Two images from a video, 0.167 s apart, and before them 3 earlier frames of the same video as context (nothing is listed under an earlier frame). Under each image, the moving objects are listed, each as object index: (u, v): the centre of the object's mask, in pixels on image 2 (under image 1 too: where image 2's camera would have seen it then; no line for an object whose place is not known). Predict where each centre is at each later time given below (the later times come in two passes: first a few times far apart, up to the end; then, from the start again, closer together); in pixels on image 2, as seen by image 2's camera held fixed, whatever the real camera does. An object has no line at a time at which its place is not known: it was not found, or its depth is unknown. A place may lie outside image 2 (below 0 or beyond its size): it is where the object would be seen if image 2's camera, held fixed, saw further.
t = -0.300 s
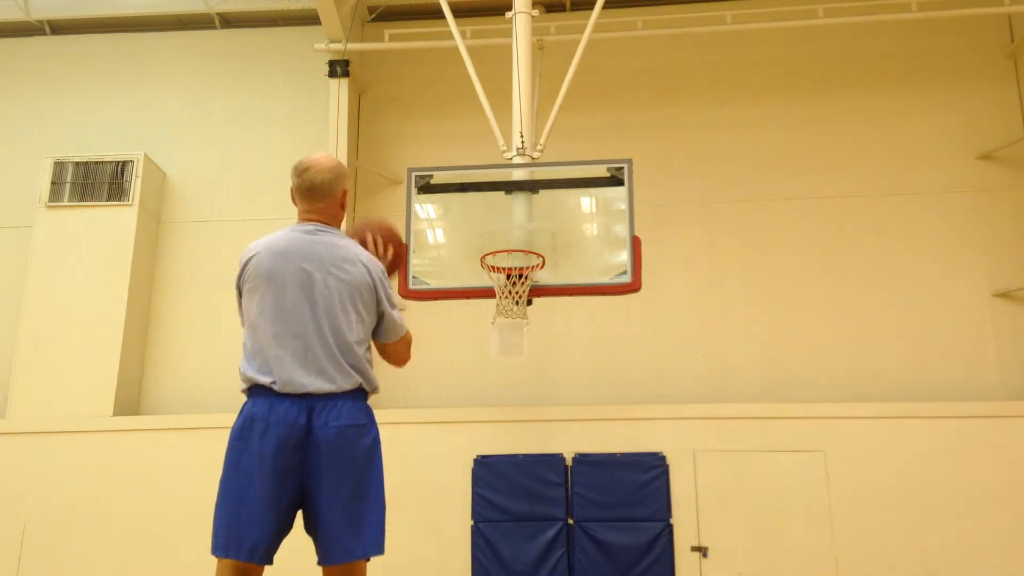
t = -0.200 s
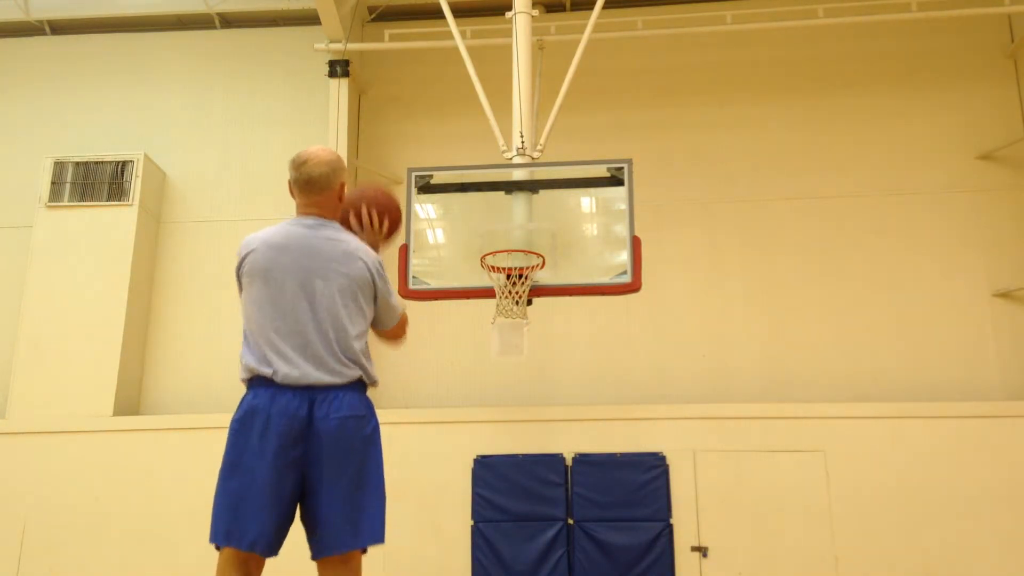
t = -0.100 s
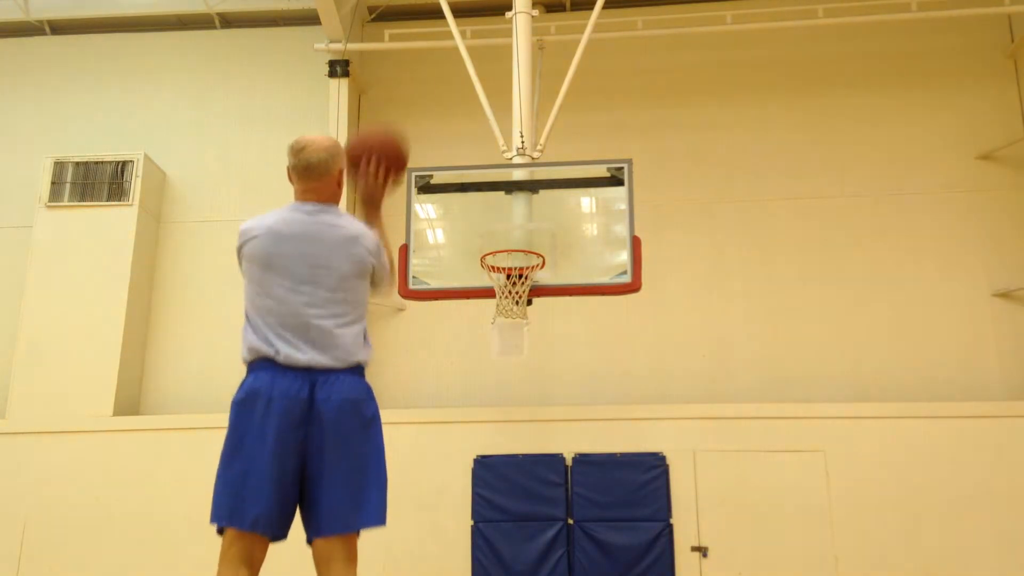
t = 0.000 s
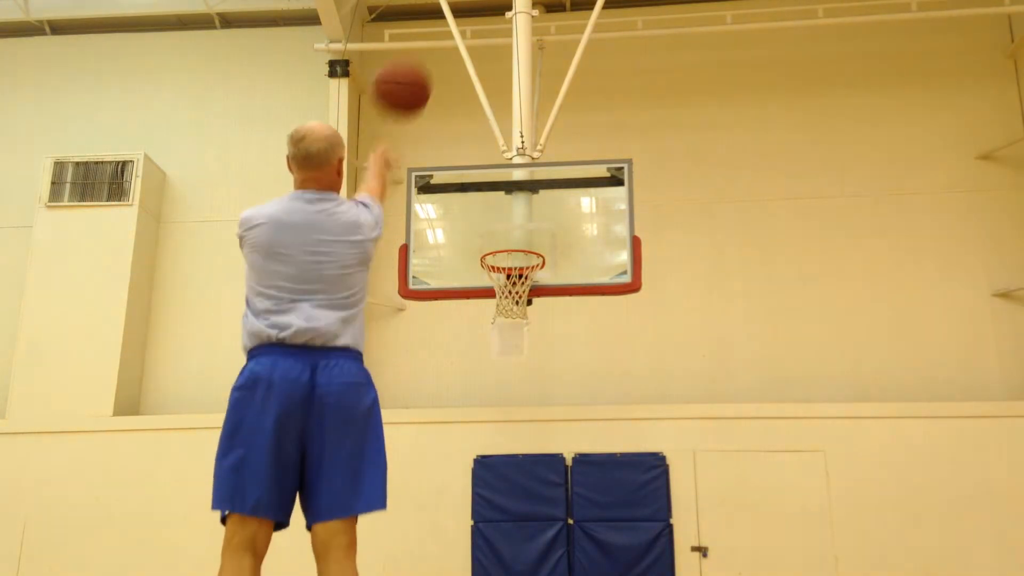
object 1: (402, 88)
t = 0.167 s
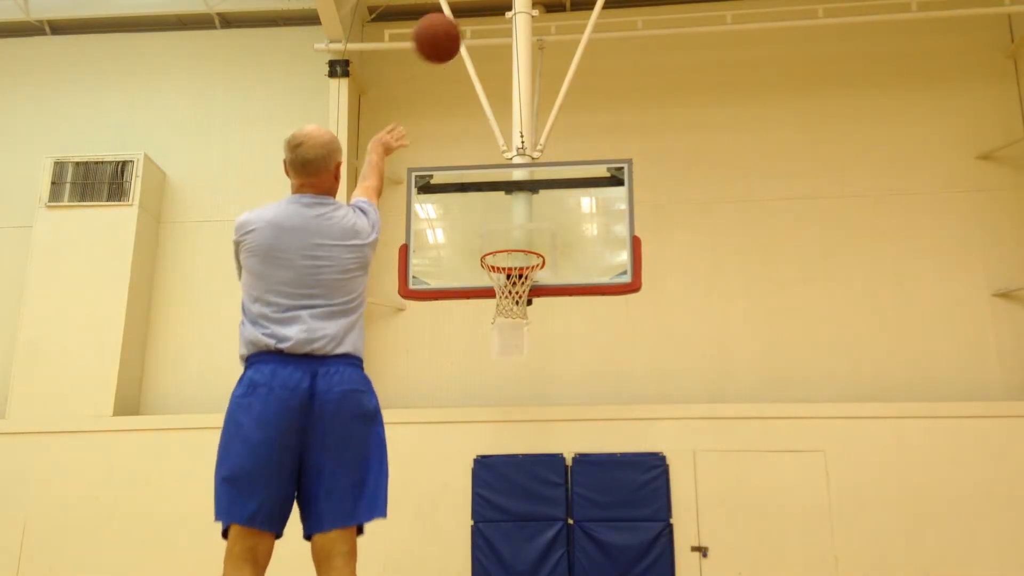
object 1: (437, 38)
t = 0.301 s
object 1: (458, 39)
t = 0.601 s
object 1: (492, 122)
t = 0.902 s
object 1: (507, 275)
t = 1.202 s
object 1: (511, 371)
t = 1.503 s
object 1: (513, 527)
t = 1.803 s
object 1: (515, 557)
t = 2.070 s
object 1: (517, 444)
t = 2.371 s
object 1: (521, 442)
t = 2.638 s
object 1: (524, 566)
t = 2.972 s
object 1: (527, 535)
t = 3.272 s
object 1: (531, 500)
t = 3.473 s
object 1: (535, 567)
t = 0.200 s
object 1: (442, 35)
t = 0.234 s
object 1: (448, 35)
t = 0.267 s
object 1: (453, 36)
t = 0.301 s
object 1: (458, 39)
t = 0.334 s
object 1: (463, 44)
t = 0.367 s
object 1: (467, 49)
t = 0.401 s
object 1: (471, 56)
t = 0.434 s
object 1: (475, 64)
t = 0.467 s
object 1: (478, 74)
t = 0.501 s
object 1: (482, 84)
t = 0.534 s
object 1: (485, 96)
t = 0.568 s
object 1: (489, 108)
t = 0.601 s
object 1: (492, 122)
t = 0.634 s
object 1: (494, 136)
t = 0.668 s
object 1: (497, 153)
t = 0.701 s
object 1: (499, 168)
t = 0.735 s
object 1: (502, 186)
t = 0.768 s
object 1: (505, 204)
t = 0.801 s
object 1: (507, 222)
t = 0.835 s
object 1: (510, 238)
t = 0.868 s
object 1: (512, 265)
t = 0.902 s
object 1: (507, 275)
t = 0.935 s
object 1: (508, 297)
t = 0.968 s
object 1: (508, 319)
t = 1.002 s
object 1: (510, 323)
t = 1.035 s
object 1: (510, 330)
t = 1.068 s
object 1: (510, 342)
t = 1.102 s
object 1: (510, 349)
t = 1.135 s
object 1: (510, 356)
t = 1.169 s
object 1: (510, 362)
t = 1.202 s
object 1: (511, 371)
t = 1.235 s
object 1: (511, 380)
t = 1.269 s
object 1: (511, 391)
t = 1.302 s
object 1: (512, 404)
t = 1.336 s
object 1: (512, 418)
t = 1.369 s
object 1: (512, 436)
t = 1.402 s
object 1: (512, 458)
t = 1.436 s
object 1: (512, 477)
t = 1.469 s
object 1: (512, 501)
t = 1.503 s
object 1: (513, 527)
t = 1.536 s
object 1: (512, 554)
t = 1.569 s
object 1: (513, 568)
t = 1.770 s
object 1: (515, 568)
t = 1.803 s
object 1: (515, 557)
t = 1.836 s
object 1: (515, 540)
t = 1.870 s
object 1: (516, 521)
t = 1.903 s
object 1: (516, 503)
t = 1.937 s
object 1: (516, 488)
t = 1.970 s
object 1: (517, 474)
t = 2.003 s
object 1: (517, 464)
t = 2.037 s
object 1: (517, 453)
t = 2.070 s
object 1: (517, 444)
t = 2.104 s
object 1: (518, 435)
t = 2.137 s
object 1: (518, 430)
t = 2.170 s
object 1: (518, 427)
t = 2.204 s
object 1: (519, 425)
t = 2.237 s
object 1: (519, 424)
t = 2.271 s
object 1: (519, 426)
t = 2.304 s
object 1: (520, 429)
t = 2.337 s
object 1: (520, 434)
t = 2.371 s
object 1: (521, 442)
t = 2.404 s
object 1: (520, 451)
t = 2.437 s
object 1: (521, 465)
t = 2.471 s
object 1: (521, 477)
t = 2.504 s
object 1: (522, 493)
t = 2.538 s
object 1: (523, 513)
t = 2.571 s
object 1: (523, 534)
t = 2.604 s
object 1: (523, 554)
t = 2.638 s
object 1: (524, 566)
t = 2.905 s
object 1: (527, 558)
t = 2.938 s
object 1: (527, 549)
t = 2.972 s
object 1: (527, 535)
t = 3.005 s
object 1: (528, 522)
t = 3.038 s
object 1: (528, 512)
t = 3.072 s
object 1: (528, 503)
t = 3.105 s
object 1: (529, 498)
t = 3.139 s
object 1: (530, 493)
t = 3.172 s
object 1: (530, 492)
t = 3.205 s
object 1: (530, 492)
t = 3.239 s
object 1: (530, 495)
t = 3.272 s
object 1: (531, 500)
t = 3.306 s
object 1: (531, 507)
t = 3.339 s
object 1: (531, 517)
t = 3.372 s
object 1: (532, 531)
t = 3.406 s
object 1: (534, 546)
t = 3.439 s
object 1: (534, 557)
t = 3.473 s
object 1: (535, 567)
